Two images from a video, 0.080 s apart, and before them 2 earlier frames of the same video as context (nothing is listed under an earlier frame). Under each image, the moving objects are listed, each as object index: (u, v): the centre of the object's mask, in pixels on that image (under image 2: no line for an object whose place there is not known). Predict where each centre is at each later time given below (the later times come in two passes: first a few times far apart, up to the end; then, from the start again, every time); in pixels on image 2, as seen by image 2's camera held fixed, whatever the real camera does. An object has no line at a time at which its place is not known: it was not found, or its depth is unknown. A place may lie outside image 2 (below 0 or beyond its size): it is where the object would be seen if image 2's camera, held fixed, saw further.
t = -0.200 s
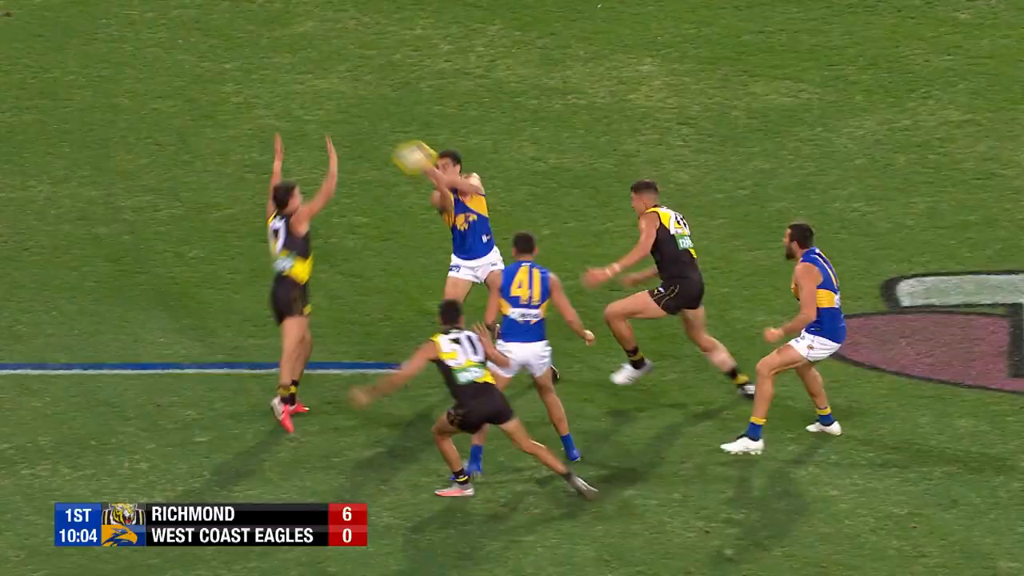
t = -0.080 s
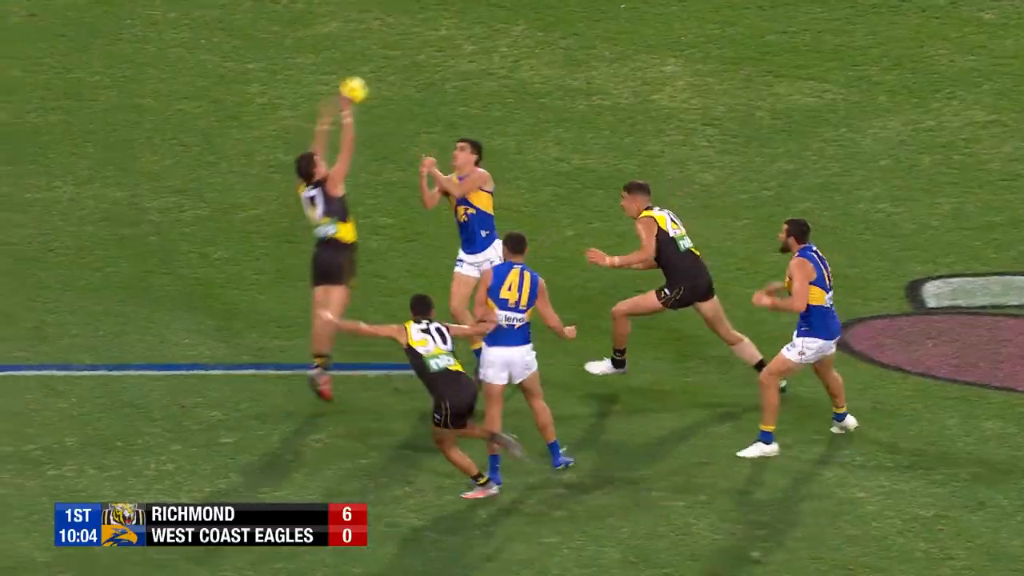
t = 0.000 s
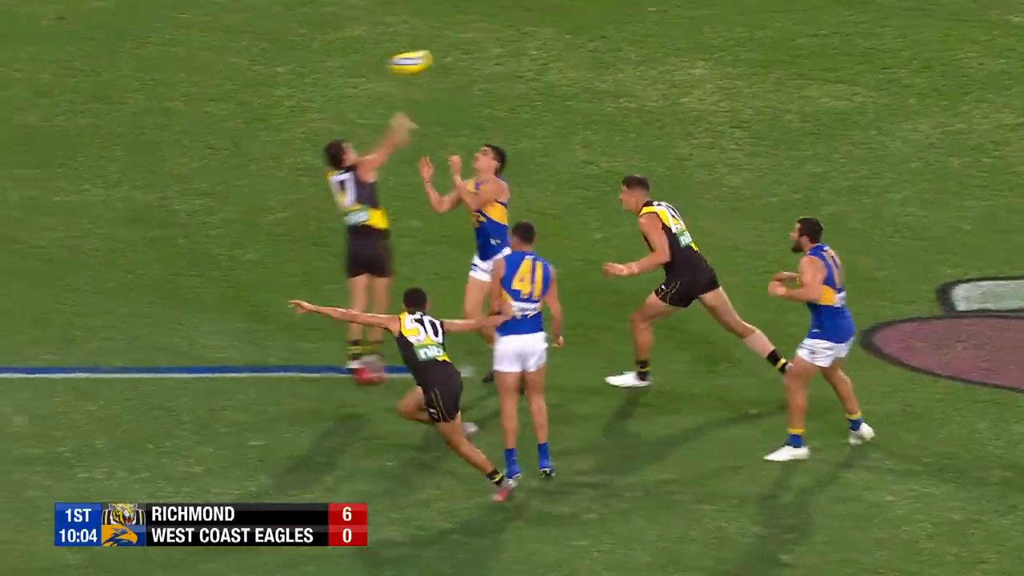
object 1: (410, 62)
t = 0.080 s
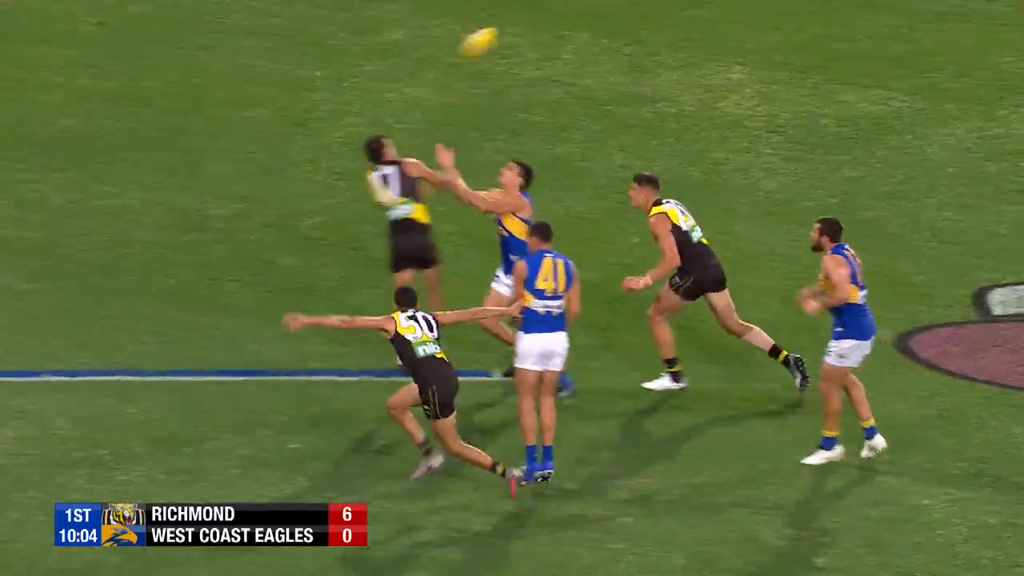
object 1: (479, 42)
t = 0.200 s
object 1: (527, 22)
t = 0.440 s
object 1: (615, 32)
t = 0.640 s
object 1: (682, 96)
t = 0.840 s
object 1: (742, 199)
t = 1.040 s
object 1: (776, 130)
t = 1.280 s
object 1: (812, 63)
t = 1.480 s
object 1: (842, 59)
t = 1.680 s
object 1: (869, 103)
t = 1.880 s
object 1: (896, 103)
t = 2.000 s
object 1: (912, 86)
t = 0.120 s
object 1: (495, 31)
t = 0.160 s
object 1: (509, 25)
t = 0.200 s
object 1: (527, 22)
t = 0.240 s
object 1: (543, 20)
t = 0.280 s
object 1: (558, 19)
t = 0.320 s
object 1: (571, 19)
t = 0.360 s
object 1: (585, 23)
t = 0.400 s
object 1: (602, 27)
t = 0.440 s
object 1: (615, 32)
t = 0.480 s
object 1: (629, 41)
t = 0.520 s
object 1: (642, 52)
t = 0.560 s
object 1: (656, 65)
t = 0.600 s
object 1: (670, 79)
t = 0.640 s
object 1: (682, 96)
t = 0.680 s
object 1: (695, 112)
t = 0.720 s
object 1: (707, 131)
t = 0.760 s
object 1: (719, 152)
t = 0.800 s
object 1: (731, 173)
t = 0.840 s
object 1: (742, 199)
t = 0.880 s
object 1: (753, 211)
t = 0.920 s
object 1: (759, 188)
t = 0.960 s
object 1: (765, 167)
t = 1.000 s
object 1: (771, 148)
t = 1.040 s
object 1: (776, 130)
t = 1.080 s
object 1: (782, 114)
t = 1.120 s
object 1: (788, 100)
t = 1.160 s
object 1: (794, 89)
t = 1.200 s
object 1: (800, 78)
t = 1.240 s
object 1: (806, 70)
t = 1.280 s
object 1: (812, 63)
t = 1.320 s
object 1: (818, 59)
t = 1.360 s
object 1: (824, 57)
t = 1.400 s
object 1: (831, 56)
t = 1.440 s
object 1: (836, 56)
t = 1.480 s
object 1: (842, 59)
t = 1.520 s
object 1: (848, 65)
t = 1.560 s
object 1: (853, 72)
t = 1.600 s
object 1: (859, 81)
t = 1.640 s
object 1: (864, 91)
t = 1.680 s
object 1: (869, 103)
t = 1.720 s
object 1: (874, 117)
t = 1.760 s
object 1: (879, 132)
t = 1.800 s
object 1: (886, 123)
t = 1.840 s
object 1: (891, 113)
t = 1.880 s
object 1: (896, 103)
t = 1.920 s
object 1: (901, 96)
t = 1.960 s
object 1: (907, 90)
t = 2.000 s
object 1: (912, 86)
